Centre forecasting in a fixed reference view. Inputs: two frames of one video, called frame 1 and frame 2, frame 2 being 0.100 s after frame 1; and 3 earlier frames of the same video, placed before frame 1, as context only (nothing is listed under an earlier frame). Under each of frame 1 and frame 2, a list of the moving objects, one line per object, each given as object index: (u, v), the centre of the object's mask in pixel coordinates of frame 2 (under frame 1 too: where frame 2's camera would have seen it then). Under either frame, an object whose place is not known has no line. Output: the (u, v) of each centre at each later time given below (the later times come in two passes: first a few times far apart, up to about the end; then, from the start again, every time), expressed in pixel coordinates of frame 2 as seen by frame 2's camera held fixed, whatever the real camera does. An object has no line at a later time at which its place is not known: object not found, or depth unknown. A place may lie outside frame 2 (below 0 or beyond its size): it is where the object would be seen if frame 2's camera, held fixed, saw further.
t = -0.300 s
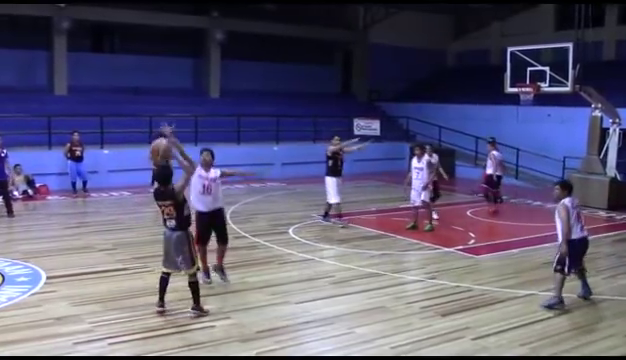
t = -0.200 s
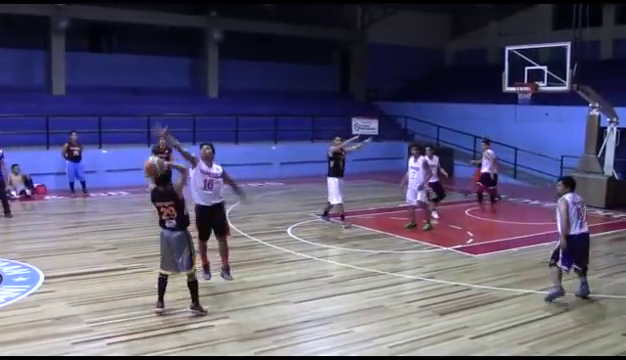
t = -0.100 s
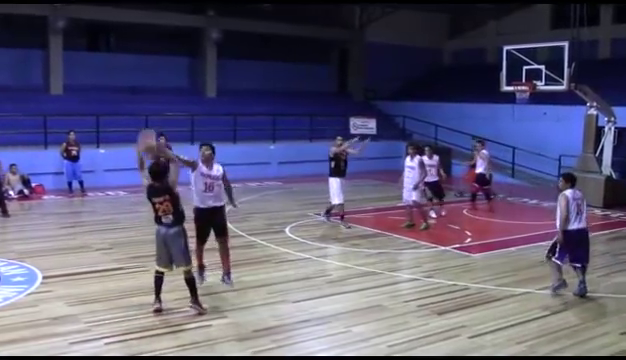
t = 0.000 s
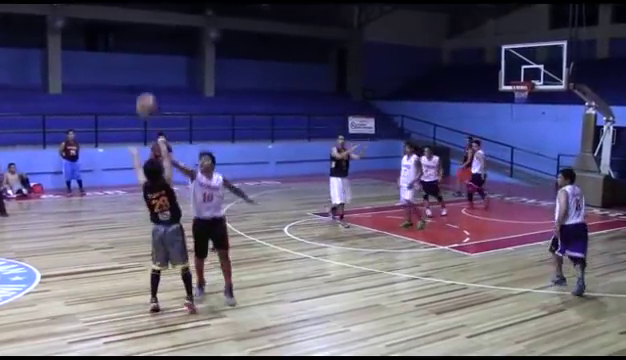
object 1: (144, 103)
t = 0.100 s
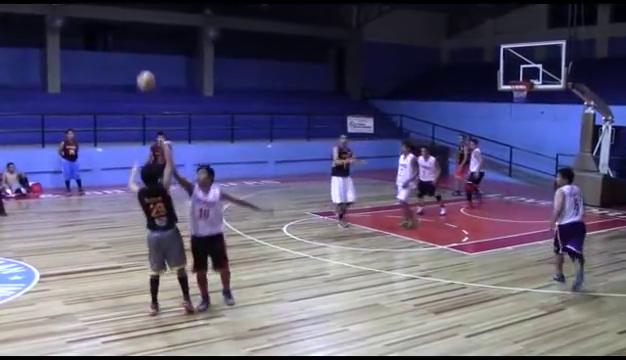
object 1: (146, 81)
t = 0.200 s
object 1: (146, 67)
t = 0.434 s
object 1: (148, 67)
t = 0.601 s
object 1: (149, 83)
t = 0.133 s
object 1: (146, 75)
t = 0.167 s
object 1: (146, 71)
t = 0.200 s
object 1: (146, 67)
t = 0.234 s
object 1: (147, 65)
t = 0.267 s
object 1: (147, 64)
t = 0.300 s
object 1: (147, 63)
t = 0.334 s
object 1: (148, 63)
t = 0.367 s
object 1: (148, 63)
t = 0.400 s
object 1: (148, 64)
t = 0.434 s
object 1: (148, 67)
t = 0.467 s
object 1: (148, 69)
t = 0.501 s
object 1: (149, 72)
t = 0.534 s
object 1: (148, 75)
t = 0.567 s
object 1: (148, 79)
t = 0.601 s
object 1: (149, 83)
